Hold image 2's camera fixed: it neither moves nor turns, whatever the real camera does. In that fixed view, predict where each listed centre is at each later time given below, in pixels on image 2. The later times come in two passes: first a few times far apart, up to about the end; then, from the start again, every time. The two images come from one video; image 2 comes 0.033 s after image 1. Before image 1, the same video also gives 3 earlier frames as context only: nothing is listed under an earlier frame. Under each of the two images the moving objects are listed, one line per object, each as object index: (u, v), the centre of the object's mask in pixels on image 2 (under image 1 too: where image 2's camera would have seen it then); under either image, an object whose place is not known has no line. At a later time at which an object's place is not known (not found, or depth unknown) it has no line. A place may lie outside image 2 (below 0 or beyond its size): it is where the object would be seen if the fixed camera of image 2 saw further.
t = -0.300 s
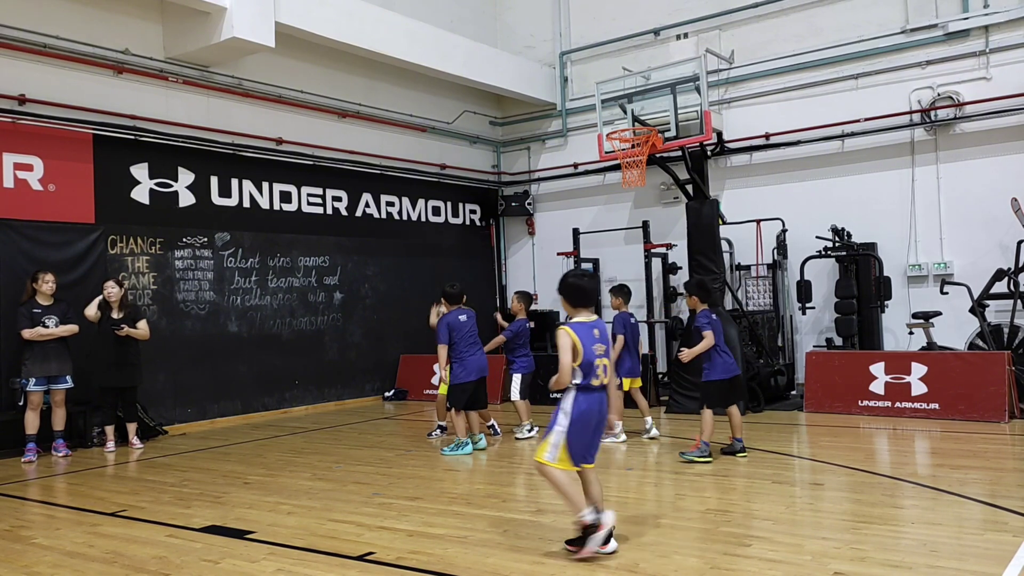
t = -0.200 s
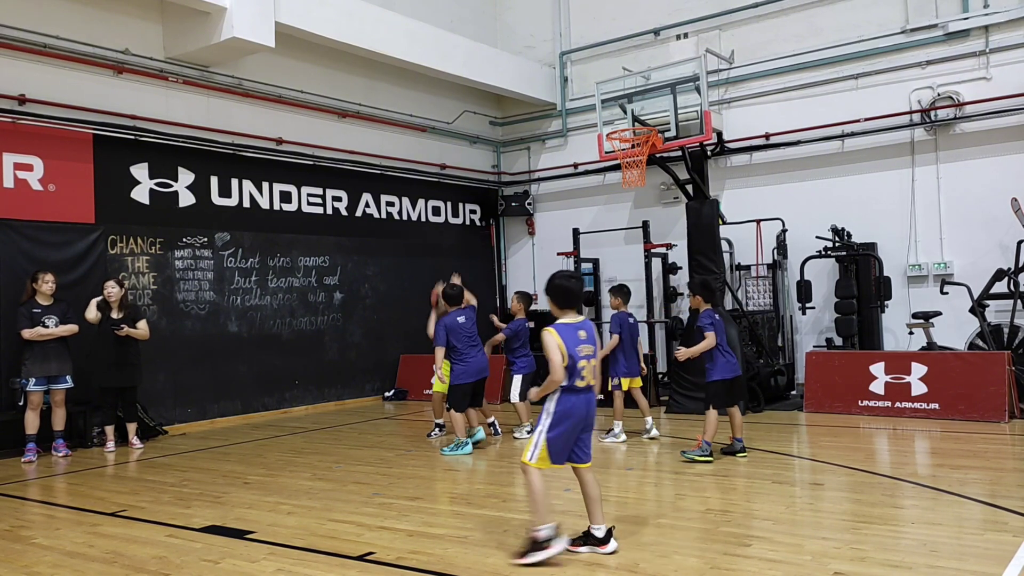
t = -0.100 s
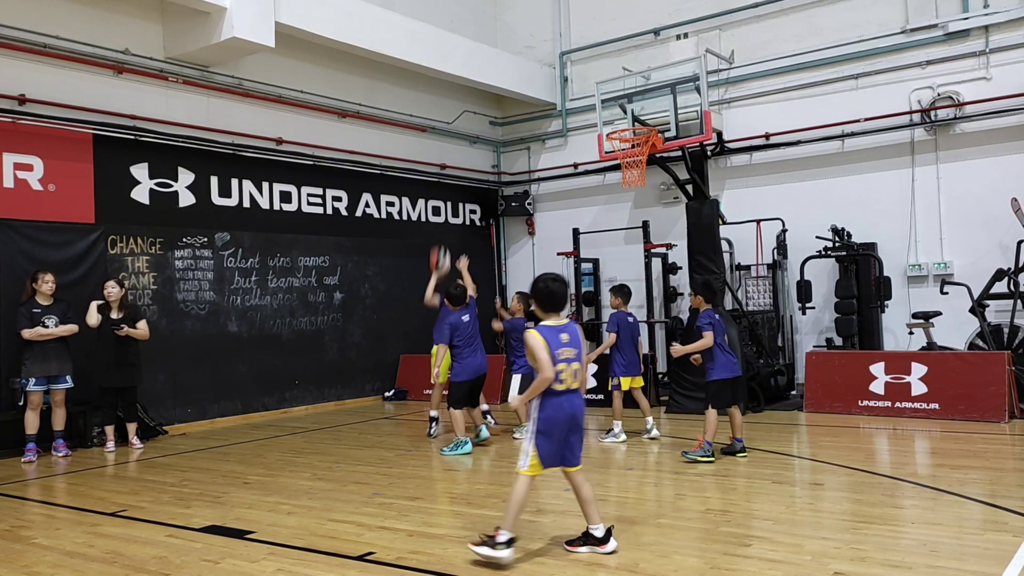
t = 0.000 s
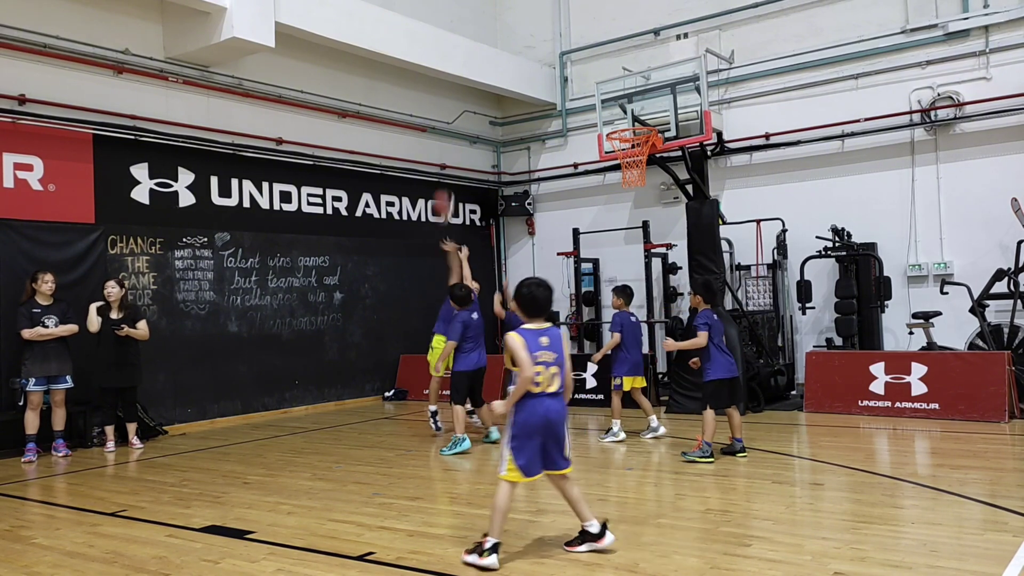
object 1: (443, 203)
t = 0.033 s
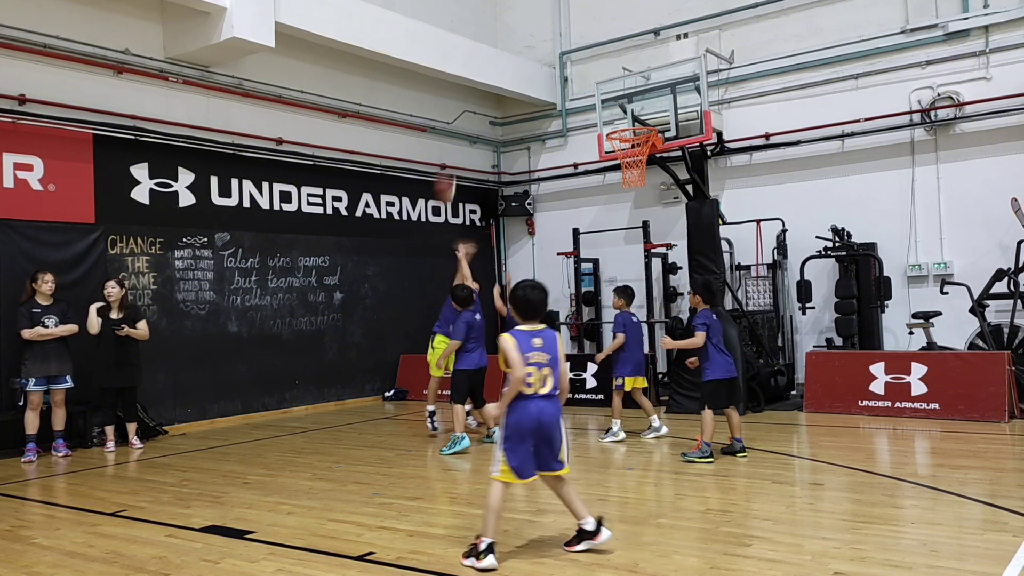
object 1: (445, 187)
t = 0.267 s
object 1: (458, 85)
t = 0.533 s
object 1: (483, 22)
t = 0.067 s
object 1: (447, 173)
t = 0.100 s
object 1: (448, 154)
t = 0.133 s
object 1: (450, 138)
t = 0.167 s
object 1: (451, 122)
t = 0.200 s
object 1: (454, 109)
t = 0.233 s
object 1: (456, 97)
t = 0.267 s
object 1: (458, 85)
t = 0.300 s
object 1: (461, 73)
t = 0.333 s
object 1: (464, 61)
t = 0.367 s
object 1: (467, 51)
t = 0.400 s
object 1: (470, 43)
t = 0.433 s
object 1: (473, 36)
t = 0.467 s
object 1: (477, 30)
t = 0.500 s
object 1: (480, 26)
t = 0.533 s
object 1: (483, 22)
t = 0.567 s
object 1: (487, 20)
